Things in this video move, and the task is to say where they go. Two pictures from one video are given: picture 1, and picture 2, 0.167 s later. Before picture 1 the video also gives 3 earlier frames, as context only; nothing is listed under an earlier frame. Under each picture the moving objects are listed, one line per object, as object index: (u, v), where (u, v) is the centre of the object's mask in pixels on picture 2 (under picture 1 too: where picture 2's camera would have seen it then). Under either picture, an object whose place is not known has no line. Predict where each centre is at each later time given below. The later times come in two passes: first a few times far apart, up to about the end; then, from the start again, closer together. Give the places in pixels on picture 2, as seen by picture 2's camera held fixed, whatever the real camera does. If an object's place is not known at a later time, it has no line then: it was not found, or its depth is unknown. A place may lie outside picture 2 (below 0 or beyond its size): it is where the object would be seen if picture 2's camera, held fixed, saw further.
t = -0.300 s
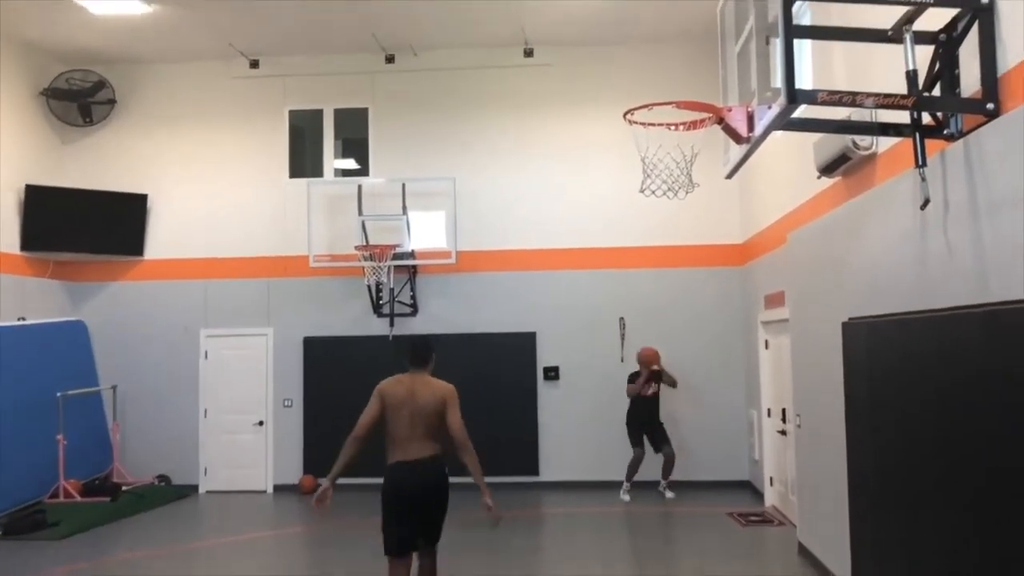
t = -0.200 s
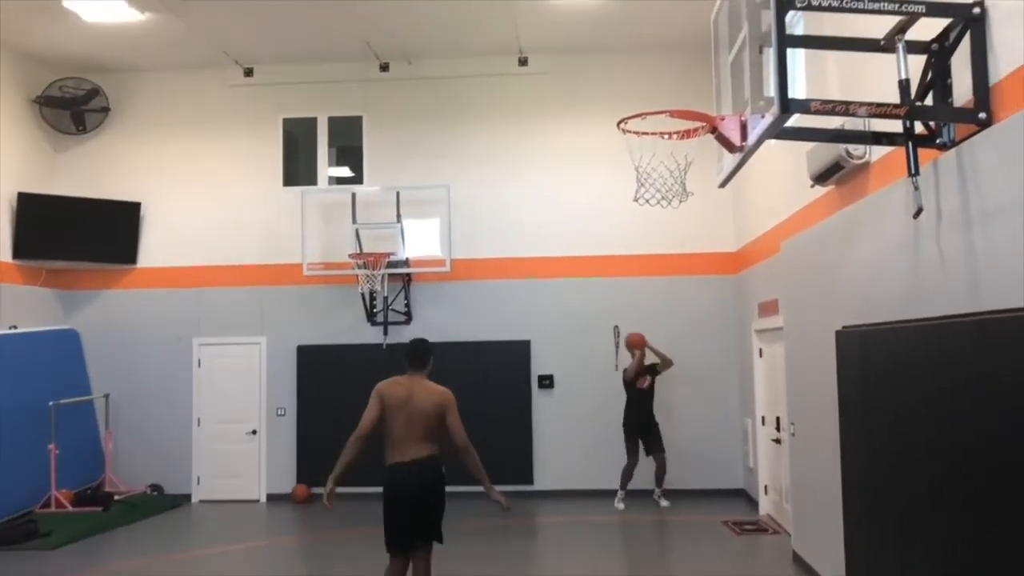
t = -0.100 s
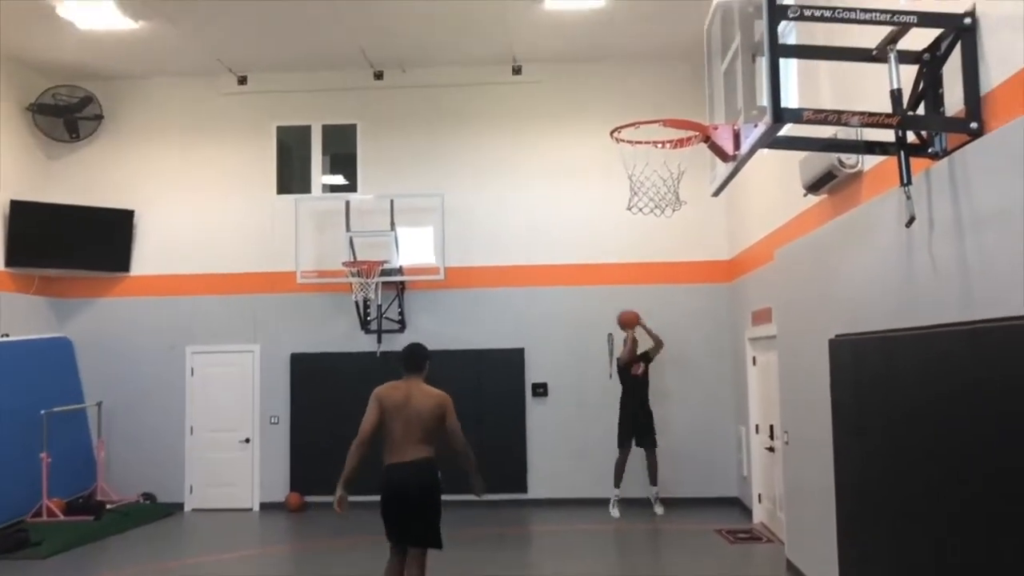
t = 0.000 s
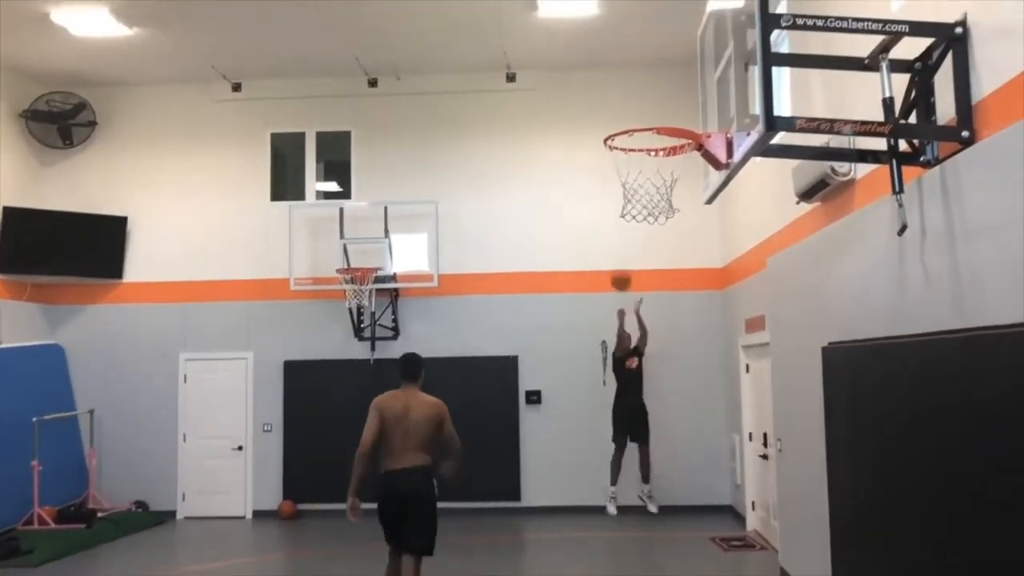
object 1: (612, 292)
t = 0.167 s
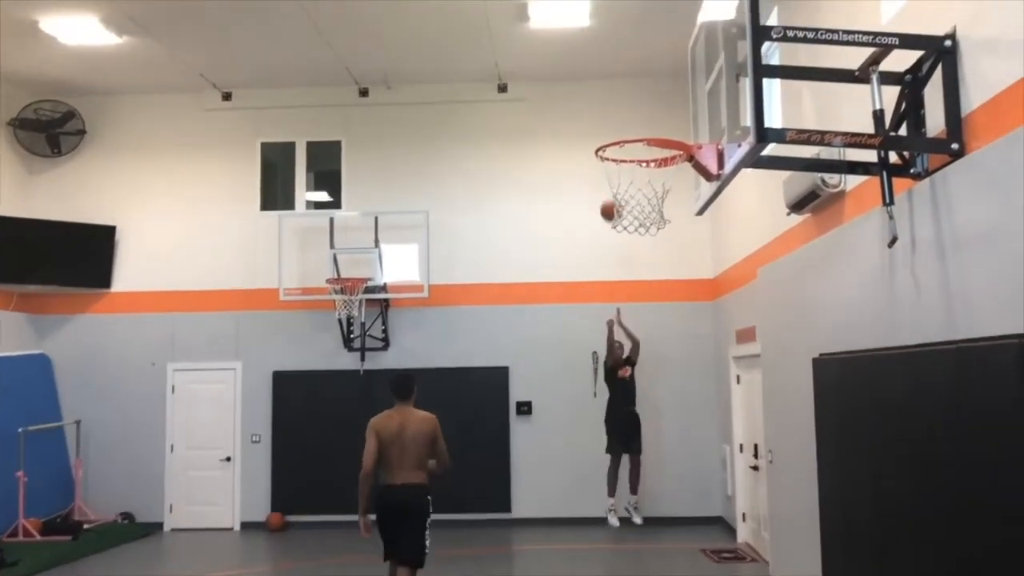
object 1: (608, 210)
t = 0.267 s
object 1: (611, 170)
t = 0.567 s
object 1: (617, 79)
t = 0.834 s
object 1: (627, 71)
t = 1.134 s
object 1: (639, 186)
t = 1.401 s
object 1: (641, 313)
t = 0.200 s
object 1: (607, 197)
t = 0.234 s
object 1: (611, 182)
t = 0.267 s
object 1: (611, 170)
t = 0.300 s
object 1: (612, 156)
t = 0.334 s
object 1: (612, 143)
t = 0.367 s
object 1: (612, 131)
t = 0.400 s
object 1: (613, 122)
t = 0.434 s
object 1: (613, 111)
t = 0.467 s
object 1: (614, 102)
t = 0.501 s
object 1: (615, 93)
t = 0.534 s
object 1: (616, 86)
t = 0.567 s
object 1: (617, 79)
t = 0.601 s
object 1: (618, 74)
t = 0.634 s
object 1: (619, 69)
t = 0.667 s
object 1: (620, 66)
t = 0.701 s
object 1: (622, 64)
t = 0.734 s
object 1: (623, 63)
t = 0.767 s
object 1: (624, 64)
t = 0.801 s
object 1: (626, 67)
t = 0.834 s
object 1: (627, 71)
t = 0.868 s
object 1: (629, 77)
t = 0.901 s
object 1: (631, 85)
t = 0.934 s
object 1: (633, 96)
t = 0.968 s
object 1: (634, 110)
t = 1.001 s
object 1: (636, 123)
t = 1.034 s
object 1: (638, 145)
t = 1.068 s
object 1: (639, 167)
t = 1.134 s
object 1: (639, 186)
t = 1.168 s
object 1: (640, 197)
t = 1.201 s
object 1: (640, 205)
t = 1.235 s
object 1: (640, 217)
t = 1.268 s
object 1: (640, 233)
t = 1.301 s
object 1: (640, 249)
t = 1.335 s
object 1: (640, 268)
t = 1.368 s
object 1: (641, 289)
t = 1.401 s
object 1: (641, 313)
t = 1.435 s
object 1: (642, 339)
